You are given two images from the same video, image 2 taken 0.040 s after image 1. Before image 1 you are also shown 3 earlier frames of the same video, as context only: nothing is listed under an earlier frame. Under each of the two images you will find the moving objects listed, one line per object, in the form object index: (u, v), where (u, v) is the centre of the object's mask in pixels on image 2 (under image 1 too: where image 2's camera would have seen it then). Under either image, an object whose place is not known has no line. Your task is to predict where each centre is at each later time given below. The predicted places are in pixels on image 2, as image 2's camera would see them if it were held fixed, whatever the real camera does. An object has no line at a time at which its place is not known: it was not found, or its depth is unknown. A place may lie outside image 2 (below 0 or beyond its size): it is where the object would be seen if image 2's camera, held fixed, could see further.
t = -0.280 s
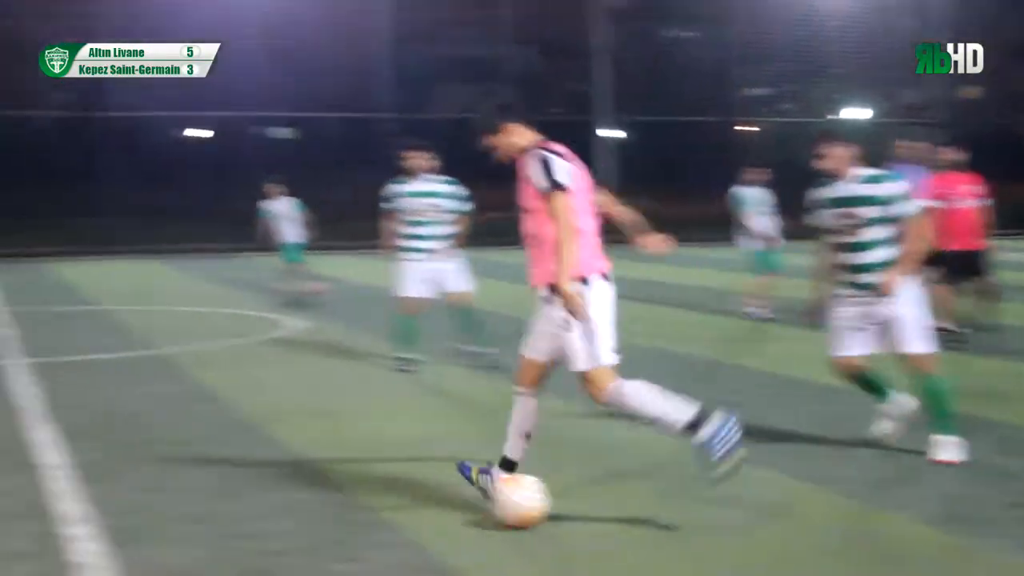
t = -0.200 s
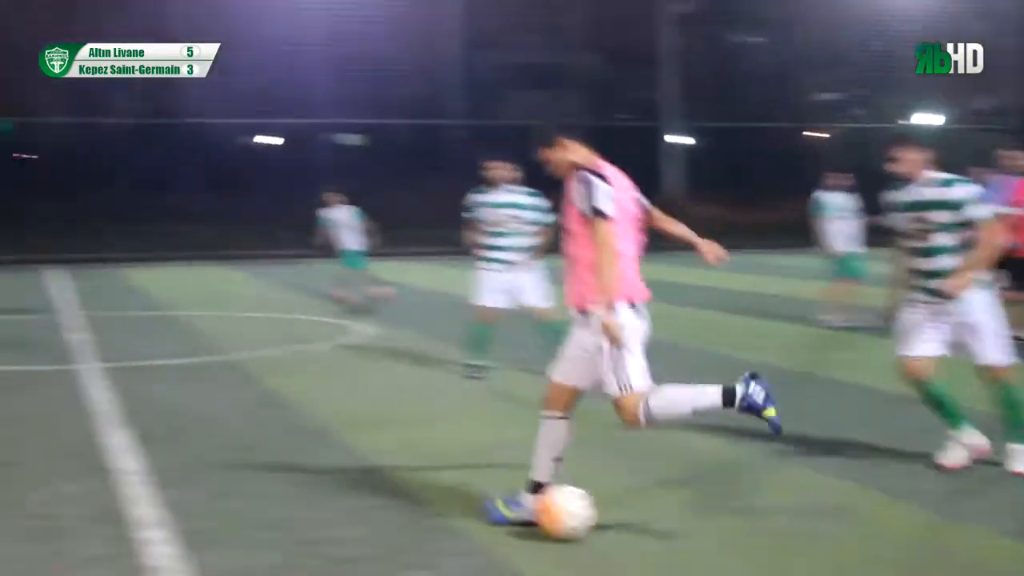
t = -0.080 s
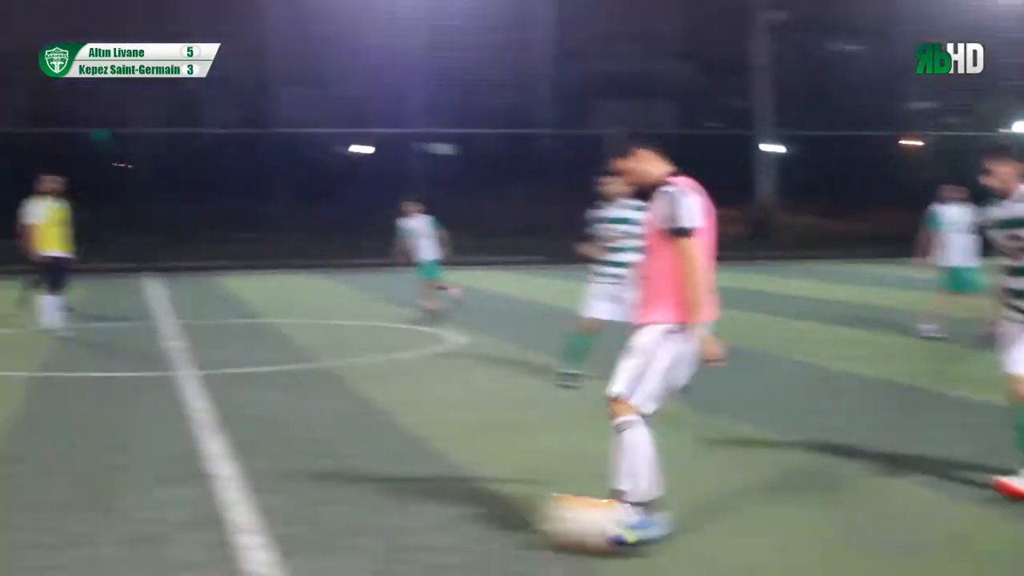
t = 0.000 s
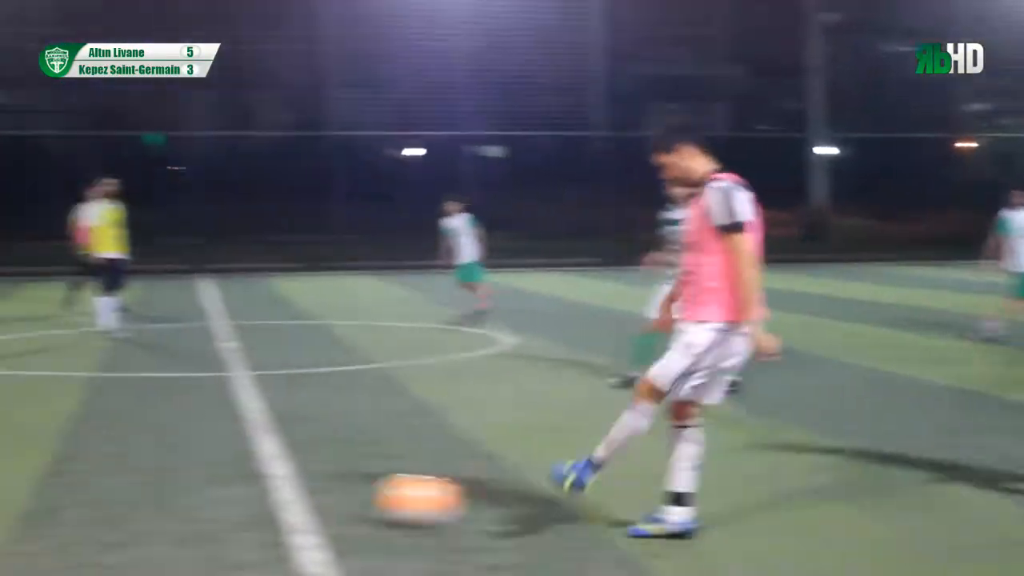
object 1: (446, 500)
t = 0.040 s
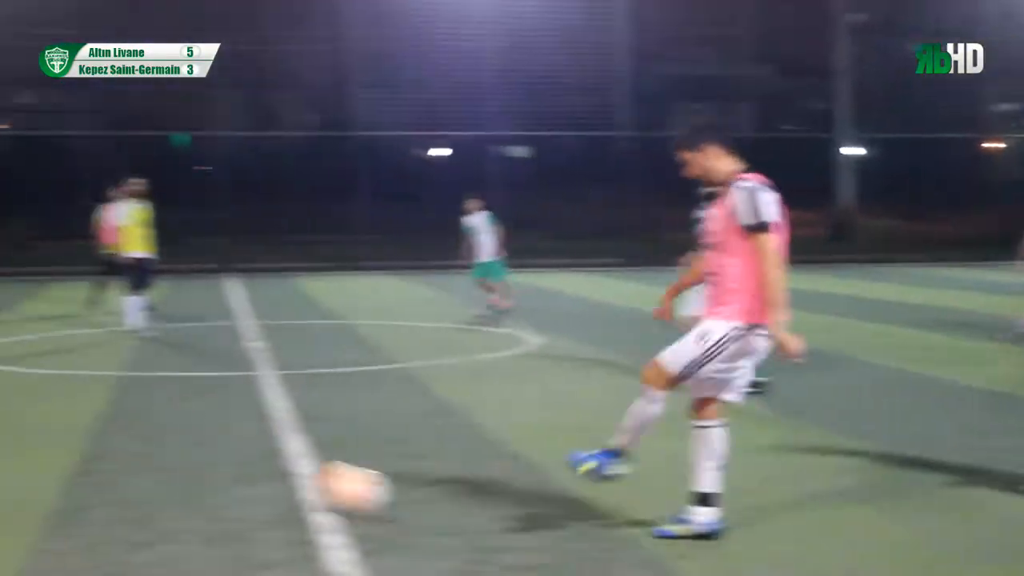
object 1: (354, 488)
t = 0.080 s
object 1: (265, 474)
